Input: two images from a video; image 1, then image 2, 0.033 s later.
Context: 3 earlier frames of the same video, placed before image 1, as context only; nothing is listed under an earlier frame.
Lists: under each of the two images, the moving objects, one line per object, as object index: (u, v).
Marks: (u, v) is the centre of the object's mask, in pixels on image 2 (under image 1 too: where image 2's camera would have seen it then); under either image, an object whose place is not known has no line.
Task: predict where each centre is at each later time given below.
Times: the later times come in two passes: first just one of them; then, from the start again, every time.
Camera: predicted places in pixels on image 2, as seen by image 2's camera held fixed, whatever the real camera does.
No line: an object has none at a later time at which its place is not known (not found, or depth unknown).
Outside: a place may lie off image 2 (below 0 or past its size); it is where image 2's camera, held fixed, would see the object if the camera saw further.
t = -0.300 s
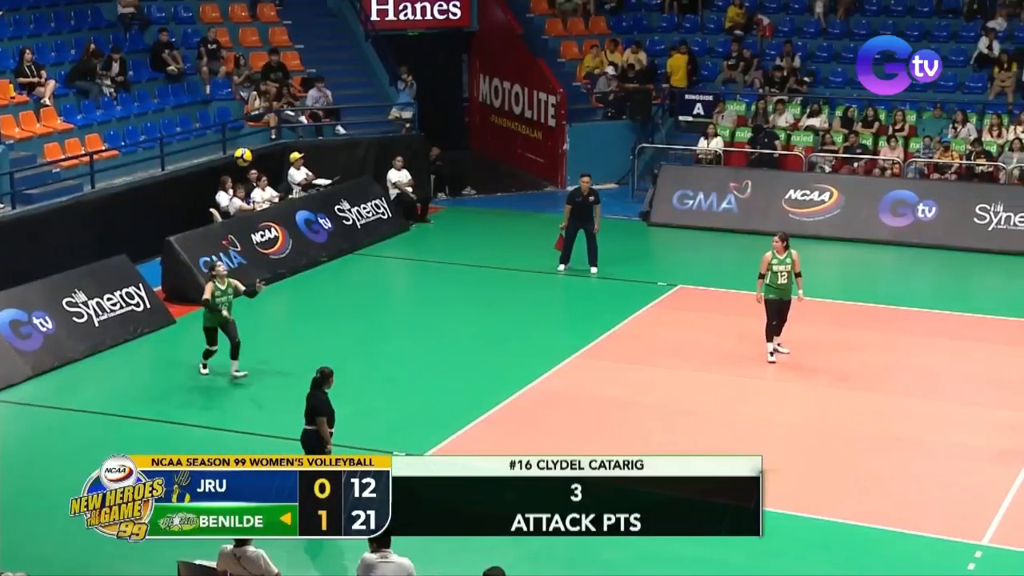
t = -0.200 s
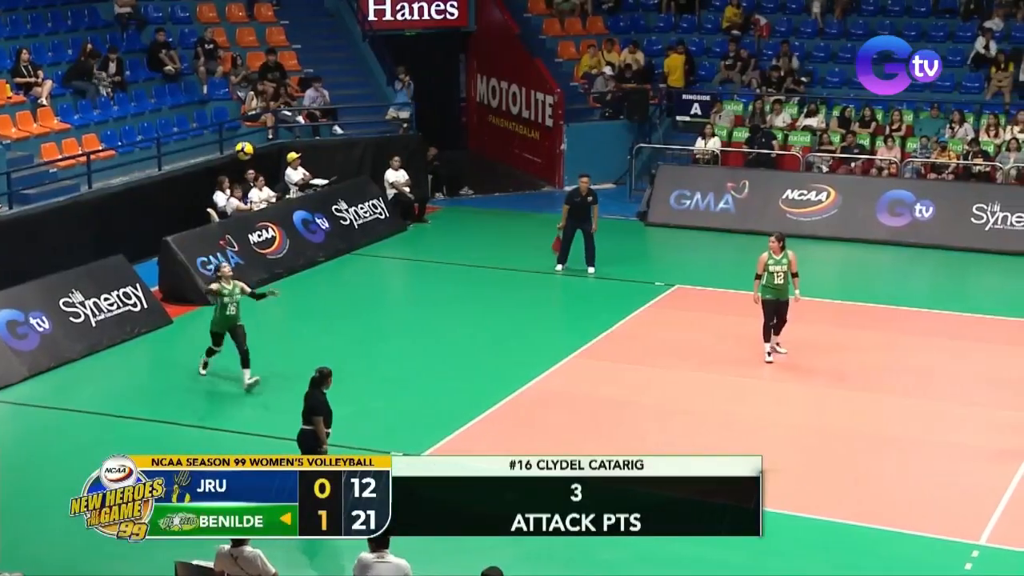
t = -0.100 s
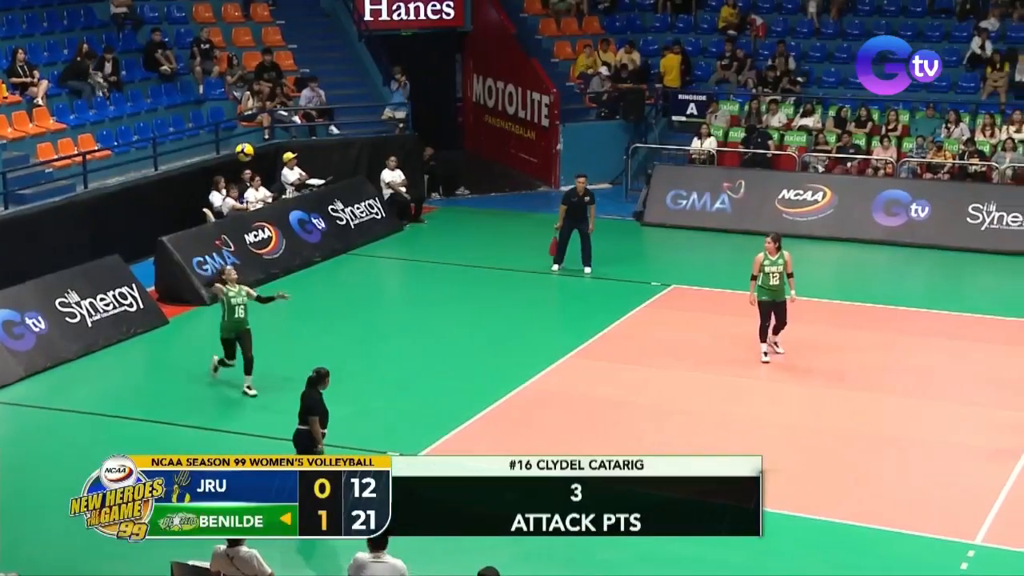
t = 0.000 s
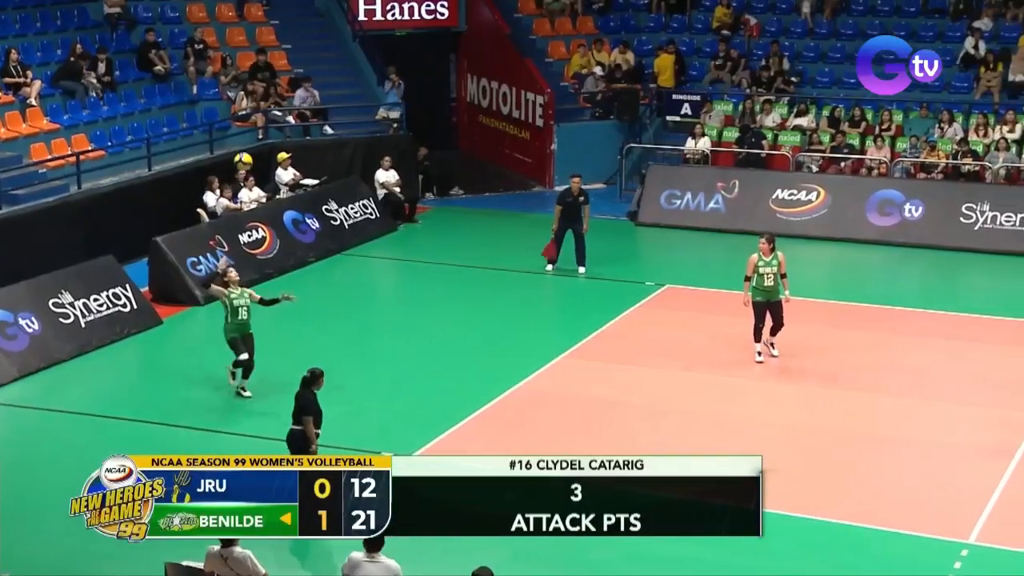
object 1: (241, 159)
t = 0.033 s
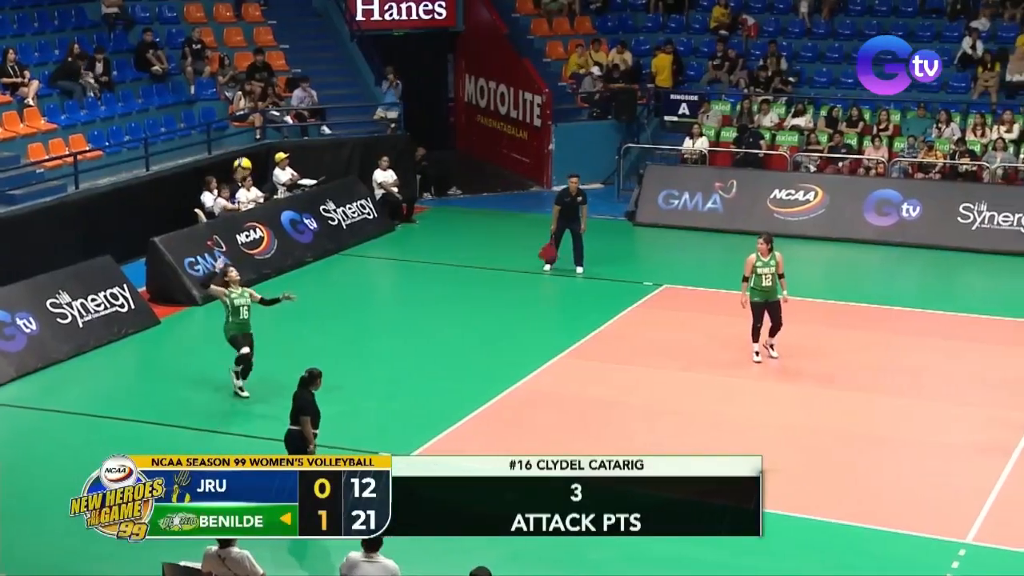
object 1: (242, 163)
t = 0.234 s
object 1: (252, 213)
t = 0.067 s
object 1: (244, 169)
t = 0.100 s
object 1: (245, 176)
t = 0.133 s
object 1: (247, 183)
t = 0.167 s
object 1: (251, 192)
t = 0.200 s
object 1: (252, 205)
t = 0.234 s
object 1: (252, 213)
